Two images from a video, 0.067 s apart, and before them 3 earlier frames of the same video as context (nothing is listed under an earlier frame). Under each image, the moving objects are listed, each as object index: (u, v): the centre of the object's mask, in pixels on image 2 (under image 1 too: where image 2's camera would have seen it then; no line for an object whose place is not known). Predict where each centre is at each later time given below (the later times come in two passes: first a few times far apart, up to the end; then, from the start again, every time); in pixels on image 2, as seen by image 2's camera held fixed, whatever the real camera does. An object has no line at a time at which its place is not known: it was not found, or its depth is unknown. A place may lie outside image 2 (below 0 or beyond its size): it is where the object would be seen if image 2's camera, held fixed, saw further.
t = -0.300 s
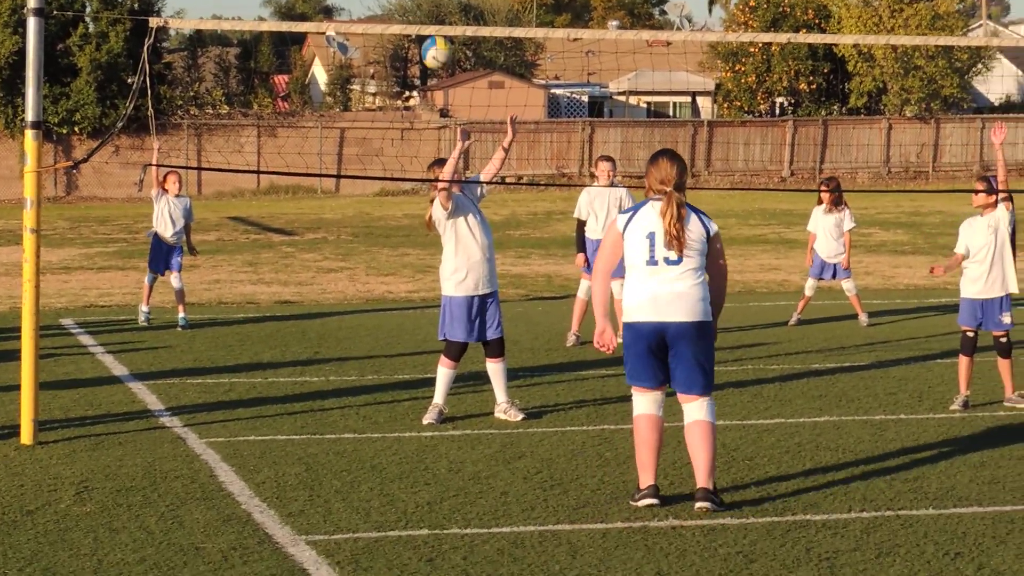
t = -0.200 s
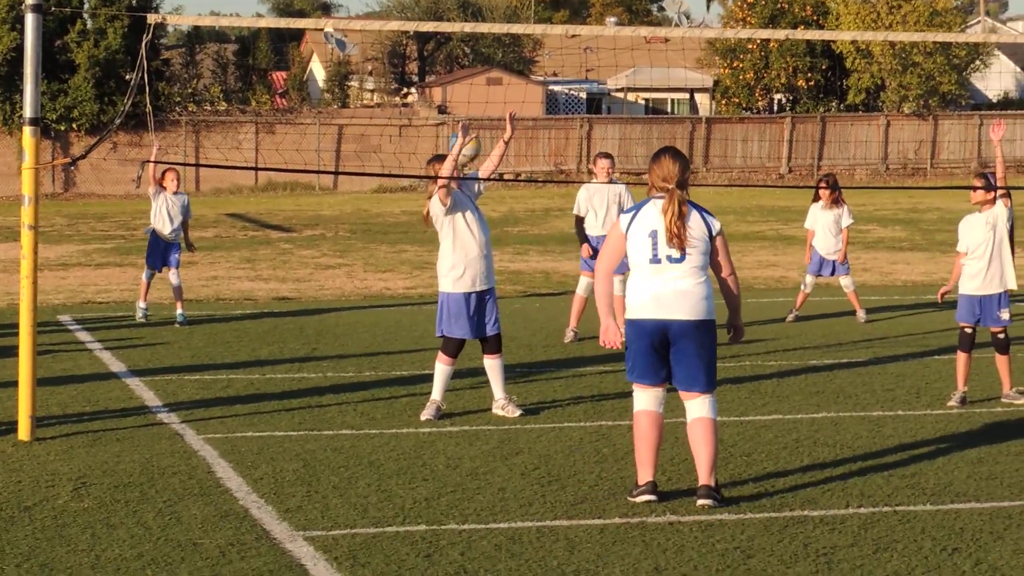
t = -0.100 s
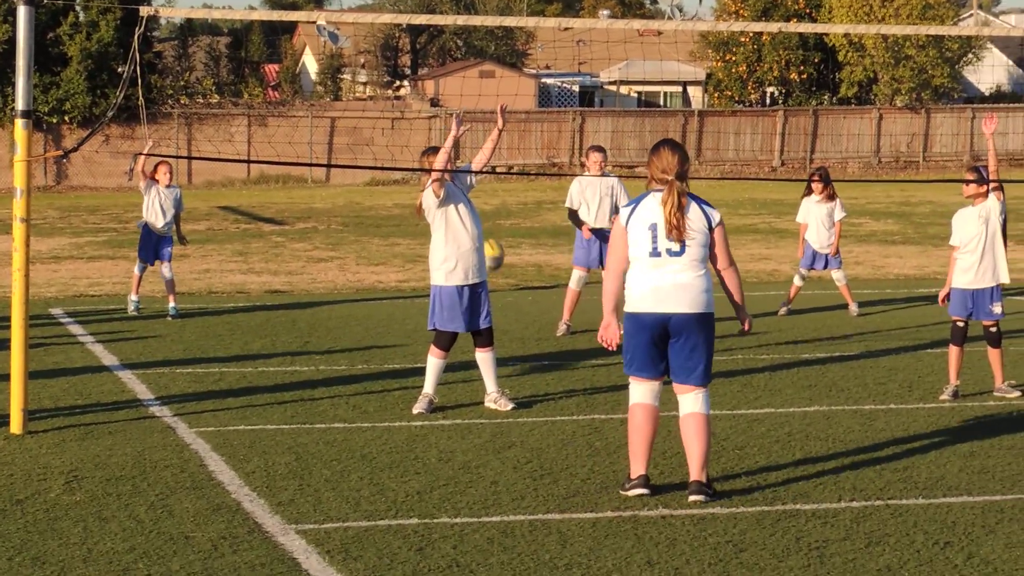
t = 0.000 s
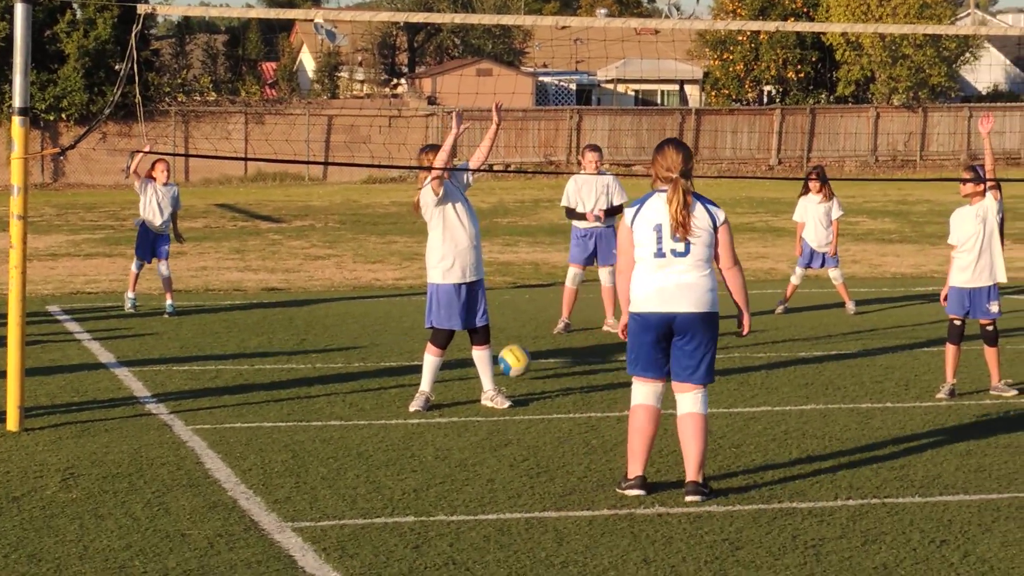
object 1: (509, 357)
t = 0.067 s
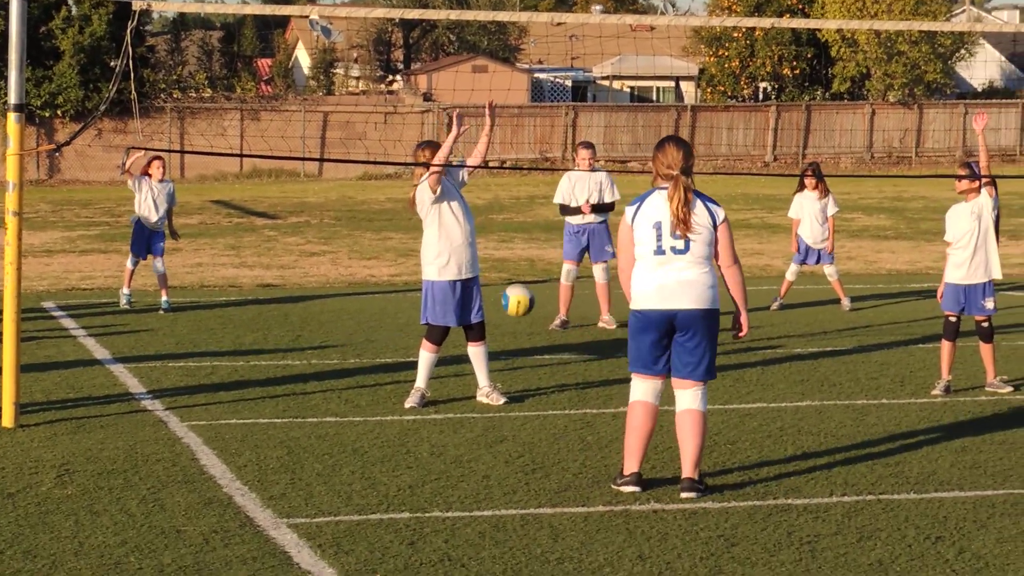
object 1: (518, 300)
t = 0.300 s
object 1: (544, 145)
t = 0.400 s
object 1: (556, 103)
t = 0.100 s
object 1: (522, 274)
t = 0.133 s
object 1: (525, 249)
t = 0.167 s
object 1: (528, 225)
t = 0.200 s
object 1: (533, 203)
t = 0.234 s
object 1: (536, 183)
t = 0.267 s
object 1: (540, 163)
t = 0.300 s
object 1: (544, 145)
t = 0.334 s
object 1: (548, 129)
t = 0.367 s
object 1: (552, 115)
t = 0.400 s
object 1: (556, 103)
